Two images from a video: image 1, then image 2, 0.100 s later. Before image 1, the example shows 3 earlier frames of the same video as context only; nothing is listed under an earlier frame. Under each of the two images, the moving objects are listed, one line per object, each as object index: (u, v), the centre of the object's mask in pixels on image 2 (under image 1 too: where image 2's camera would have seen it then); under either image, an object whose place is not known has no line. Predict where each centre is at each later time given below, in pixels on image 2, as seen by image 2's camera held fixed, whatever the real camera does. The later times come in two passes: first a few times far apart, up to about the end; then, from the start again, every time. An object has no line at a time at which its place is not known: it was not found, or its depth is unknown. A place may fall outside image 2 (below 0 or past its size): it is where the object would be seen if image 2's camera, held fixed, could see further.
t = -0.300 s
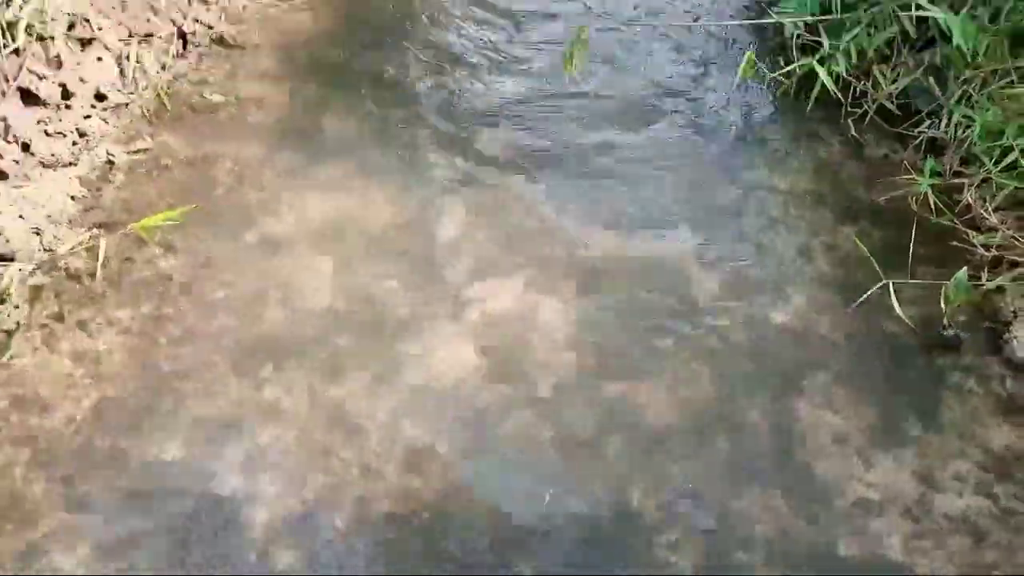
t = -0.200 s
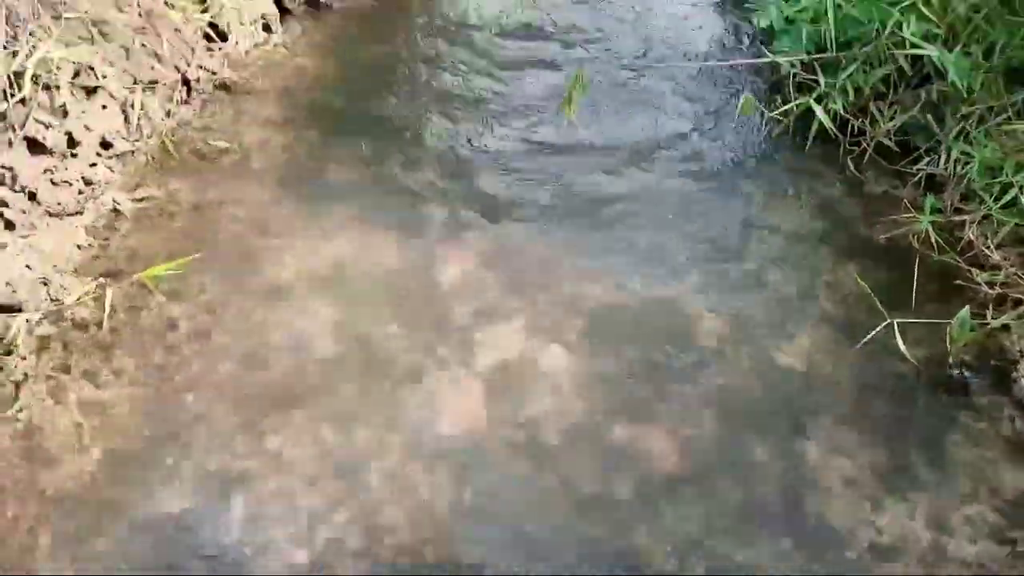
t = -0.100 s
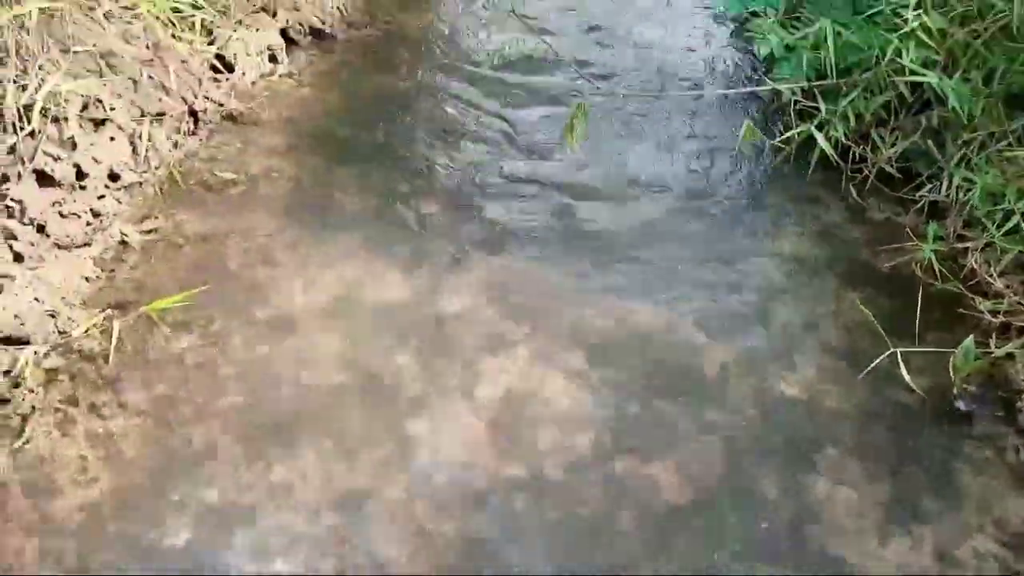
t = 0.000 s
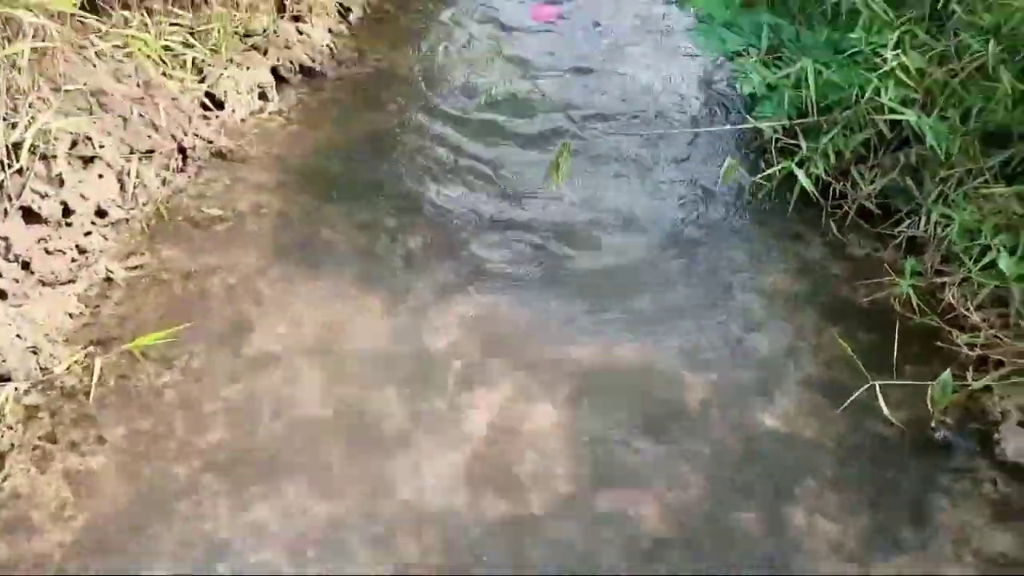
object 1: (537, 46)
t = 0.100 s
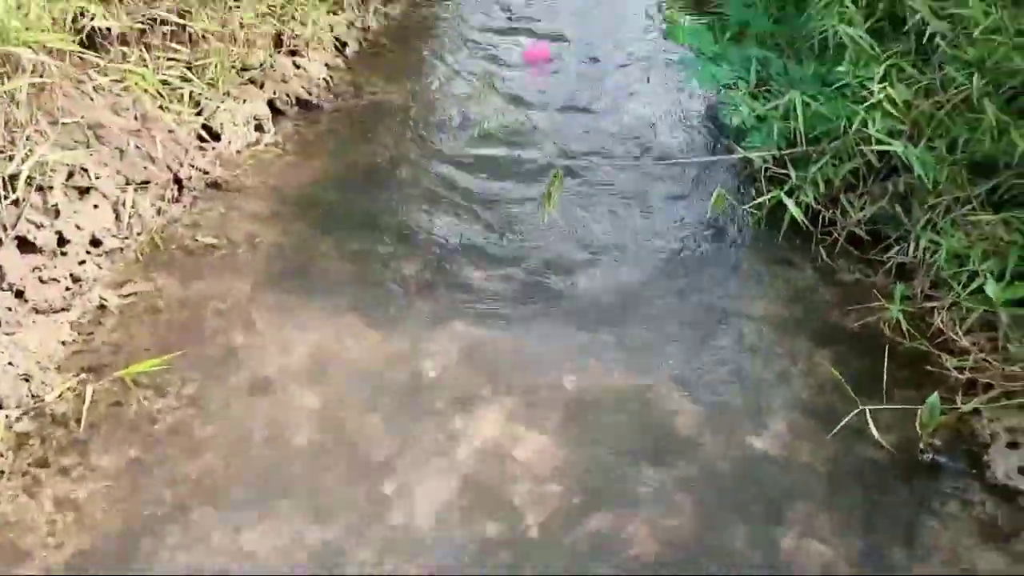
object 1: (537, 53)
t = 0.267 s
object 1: (531, 66)
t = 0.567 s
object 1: (524, 84)
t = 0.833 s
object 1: (514, 103)
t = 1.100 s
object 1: (509, 125)
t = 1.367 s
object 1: (496, 153)
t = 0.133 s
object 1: (536, 55)
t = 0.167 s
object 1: (535, 58)
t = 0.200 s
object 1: (534, 61)
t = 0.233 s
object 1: (533, 62)
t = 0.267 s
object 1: (531, 66)
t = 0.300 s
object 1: (530, 67)
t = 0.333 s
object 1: (530, 69)
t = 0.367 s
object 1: (530, 71)
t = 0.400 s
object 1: (529, 72)
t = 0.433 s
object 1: (527, 72)
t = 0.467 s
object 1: (526, 76)
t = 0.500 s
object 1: (526, 77)
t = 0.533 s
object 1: (525, 79)
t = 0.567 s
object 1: (524, 84)
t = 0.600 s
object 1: (523, 87)
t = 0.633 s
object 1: (521, 89)
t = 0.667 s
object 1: (519, 92)
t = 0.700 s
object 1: (519, 96)
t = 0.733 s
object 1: (518, 98)
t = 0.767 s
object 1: (517, 100)
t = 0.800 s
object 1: (515, 102)
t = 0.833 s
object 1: (514, 103)
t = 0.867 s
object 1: (513, 105)
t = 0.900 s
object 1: (511, 104)
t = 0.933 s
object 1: (514, 107)
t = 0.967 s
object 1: (514, 109)
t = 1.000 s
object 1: (511, 109)
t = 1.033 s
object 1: (510, 113)
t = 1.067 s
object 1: (510, 123)
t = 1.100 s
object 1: (509, 125)
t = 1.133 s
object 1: (507, 129)
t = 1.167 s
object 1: (504, 131)
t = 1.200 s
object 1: (505, 137)
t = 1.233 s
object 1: (502, 140)
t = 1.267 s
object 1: (500, 144)
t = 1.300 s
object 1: (499, 147)
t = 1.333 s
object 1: (497, 150)
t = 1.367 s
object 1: (496, 153)
